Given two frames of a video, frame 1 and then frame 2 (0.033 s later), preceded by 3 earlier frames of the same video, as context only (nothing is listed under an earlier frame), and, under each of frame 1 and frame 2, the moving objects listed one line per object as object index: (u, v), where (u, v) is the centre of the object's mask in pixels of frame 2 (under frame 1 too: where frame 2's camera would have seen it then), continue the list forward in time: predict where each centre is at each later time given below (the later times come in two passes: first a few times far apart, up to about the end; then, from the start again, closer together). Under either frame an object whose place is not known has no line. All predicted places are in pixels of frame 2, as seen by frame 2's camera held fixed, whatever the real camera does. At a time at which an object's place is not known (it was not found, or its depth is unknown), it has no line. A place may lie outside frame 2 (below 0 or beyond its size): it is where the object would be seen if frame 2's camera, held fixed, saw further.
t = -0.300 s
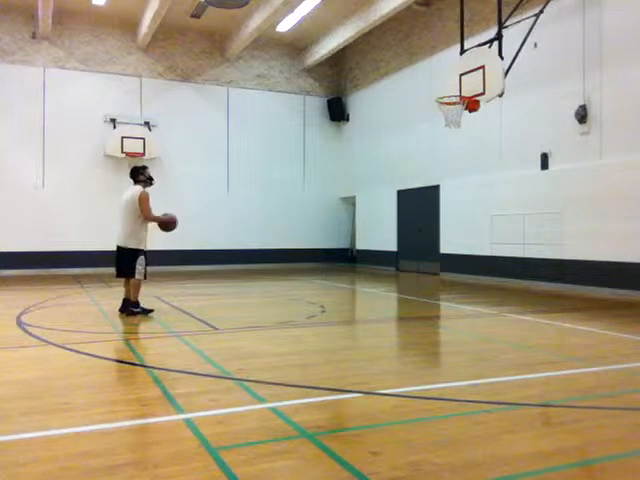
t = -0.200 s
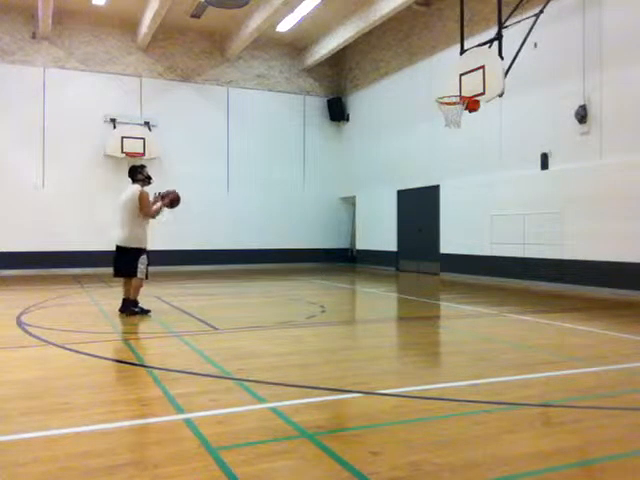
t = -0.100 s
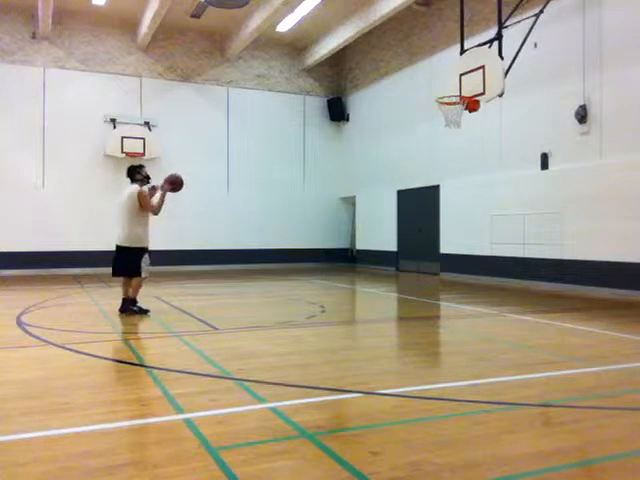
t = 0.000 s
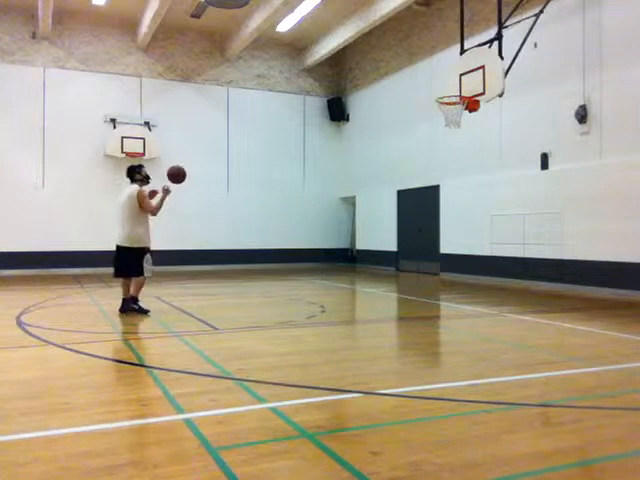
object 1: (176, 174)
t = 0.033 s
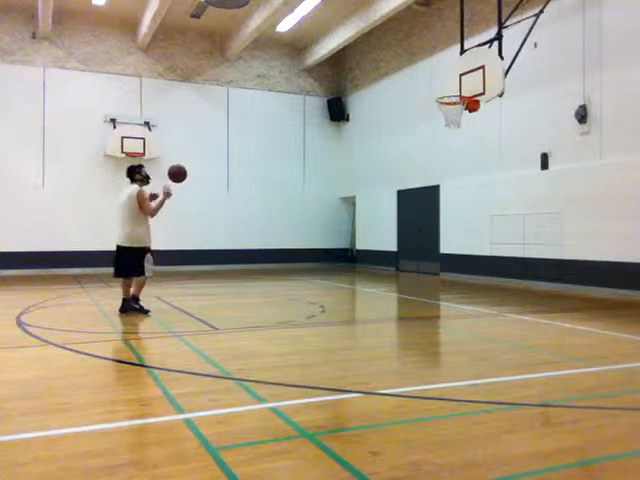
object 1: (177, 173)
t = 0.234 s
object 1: (182, 184)
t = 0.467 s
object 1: (189, 234)
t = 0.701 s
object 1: (189, 282)
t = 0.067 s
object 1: (178, 173)
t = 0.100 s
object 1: (179, 173)
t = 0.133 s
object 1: (180, 175)
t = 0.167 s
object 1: (181, 177)
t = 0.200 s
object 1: (182, 180)
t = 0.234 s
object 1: (182, 184)
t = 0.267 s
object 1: (184, 189)
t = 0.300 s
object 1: (185, 194)
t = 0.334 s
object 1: (186, 201)
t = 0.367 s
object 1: (187, 208)
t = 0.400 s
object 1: (187, 216)
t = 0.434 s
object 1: (188, 225)
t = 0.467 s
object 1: (189, 234)
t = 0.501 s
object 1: (190, 244)
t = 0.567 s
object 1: (192, 268)
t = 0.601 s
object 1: (193, 283)
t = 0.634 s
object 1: (194, 295)
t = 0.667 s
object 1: (192, 291)
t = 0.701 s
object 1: (189, 282)
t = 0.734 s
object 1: (185, 273)
